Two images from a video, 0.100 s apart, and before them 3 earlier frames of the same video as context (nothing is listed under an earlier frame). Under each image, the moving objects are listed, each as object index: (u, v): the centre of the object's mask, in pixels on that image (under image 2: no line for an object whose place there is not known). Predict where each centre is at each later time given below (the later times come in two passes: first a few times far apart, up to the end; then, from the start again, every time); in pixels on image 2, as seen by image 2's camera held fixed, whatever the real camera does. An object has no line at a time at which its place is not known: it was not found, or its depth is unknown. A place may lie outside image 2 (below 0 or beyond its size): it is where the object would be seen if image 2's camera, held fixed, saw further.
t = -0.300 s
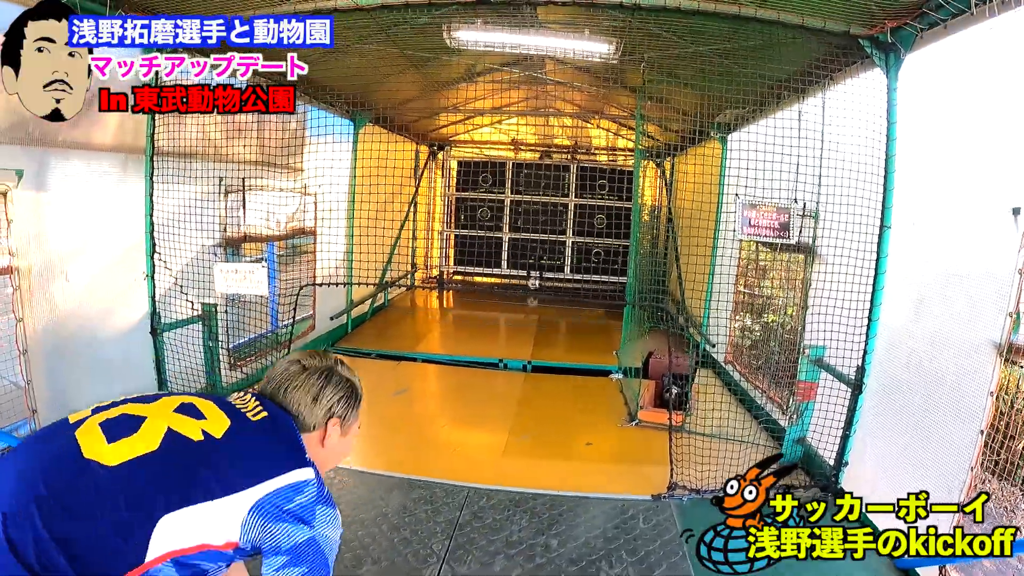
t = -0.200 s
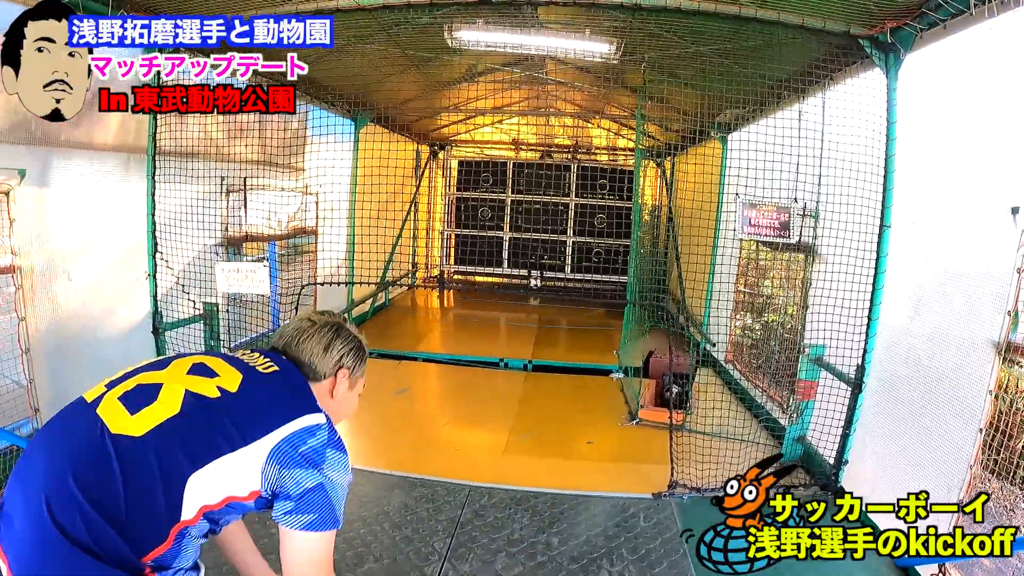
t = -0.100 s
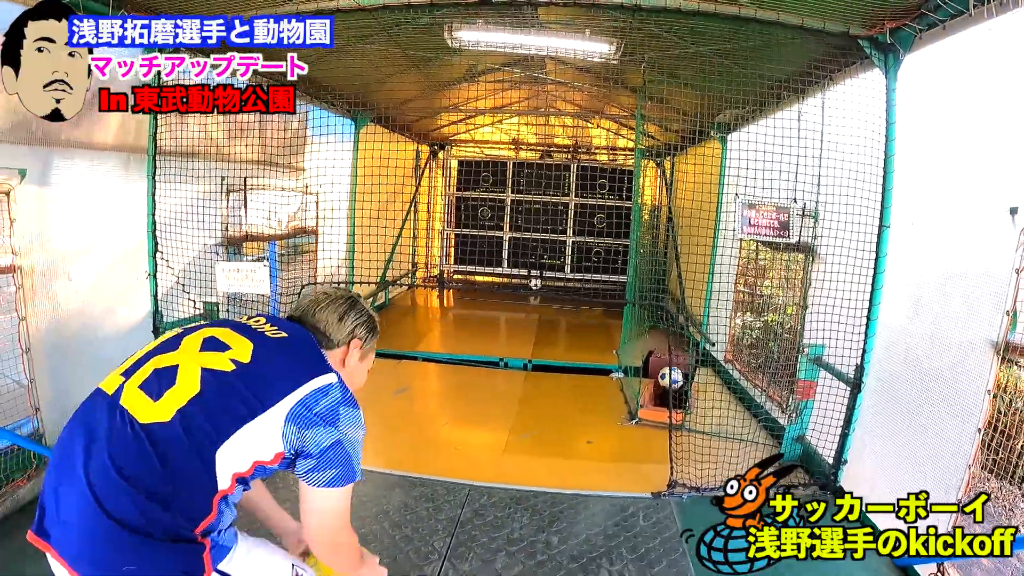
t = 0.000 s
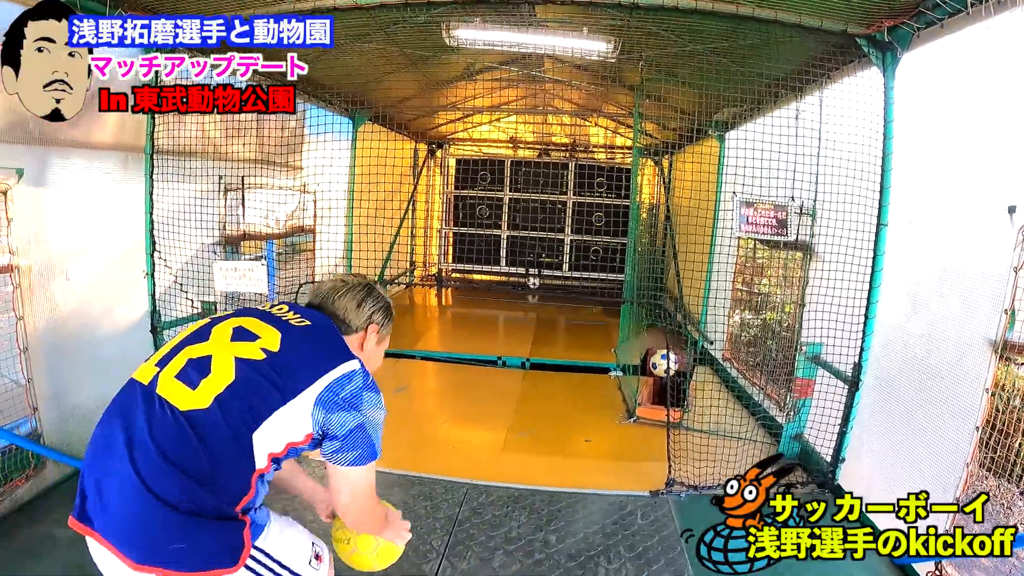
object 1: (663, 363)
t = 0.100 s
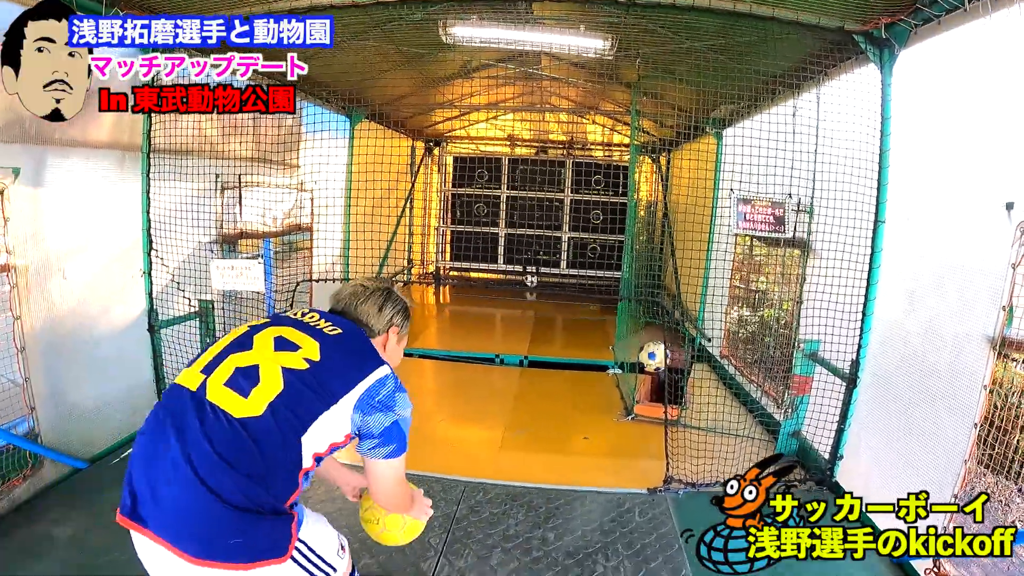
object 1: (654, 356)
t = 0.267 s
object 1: (632, 383)
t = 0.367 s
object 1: (609, 429)
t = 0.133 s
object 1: (650, 357)
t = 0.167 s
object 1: (647, 360)
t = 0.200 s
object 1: (642, 366)
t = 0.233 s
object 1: (637, 373)
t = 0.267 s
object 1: (632, 383)
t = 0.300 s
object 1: (625, 395)
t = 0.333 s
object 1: (618, 410)
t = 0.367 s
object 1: (609, 429)
